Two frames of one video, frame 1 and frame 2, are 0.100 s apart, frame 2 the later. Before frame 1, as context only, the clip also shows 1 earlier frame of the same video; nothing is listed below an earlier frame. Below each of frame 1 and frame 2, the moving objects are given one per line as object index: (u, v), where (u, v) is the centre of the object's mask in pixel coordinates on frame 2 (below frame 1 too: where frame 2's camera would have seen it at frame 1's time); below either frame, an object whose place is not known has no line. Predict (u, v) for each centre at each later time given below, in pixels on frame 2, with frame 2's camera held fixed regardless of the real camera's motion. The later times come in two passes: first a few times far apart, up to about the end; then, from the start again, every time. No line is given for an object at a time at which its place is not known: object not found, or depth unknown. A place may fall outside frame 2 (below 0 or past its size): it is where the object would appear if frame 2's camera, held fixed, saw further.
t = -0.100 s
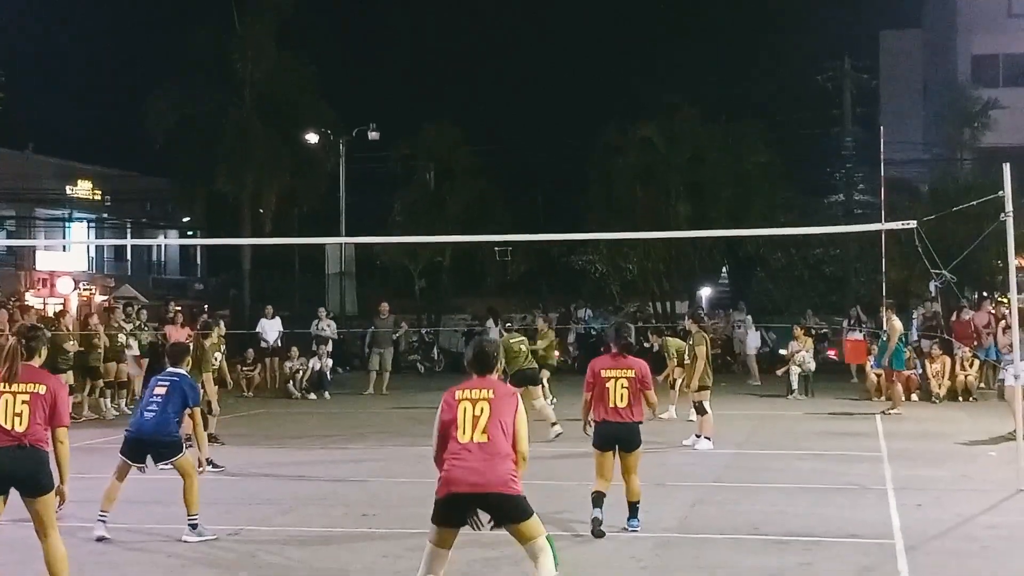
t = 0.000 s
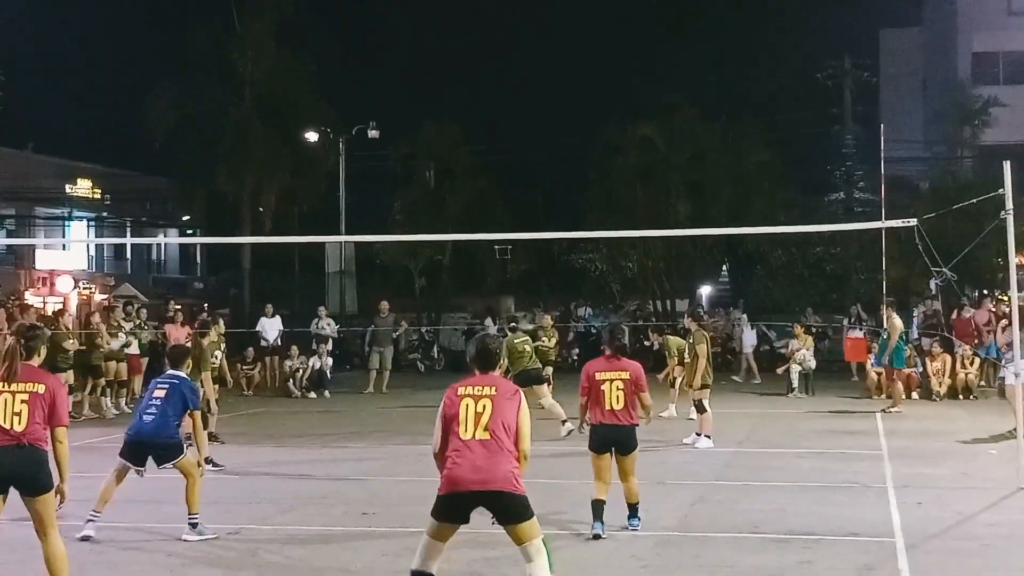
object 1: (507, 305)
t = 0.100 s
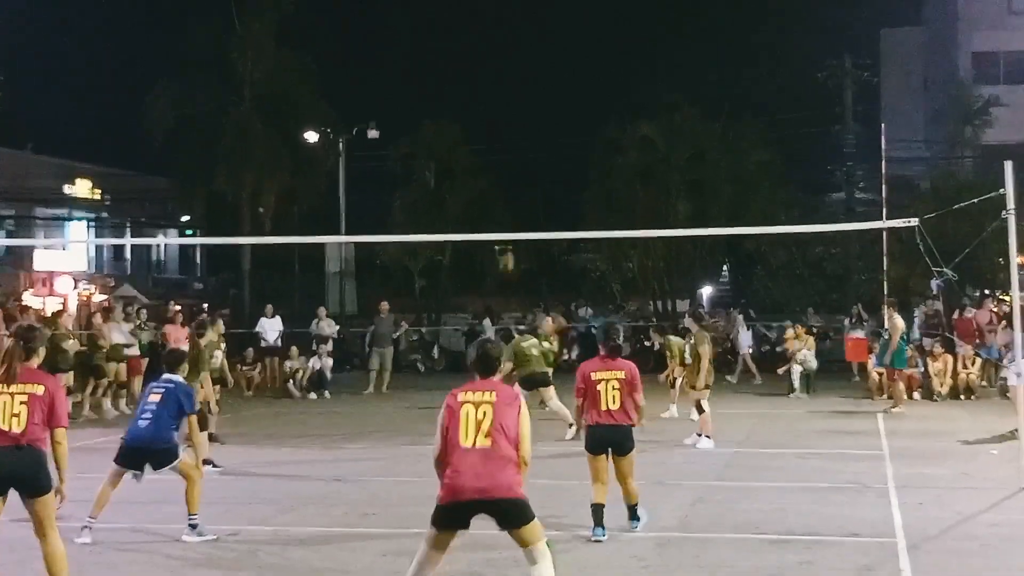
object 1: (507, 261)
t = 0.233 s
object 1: (504, 210)
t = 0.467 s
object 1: (503, 146)
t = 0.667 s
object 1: (507, 120)
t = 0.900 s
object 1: (515, 136)
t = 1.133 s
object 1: (530, 220)
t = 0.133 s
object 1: (504, 251)
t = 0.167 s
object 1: (505, 229)
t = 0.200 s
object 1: (504, 222)
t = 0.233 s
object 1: (504, 210)
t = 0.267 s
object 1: (503, 199)
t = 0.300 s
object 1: (503, 188)
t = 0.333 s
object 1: (503, 179)
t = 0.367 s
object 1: (503, 169)
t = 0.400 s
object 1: (503, 160)
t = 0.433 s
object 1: (503, 152)
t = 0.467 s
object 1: (503, 146)
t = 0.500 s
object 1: (503, 138)
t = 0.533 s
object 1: (504, 133)
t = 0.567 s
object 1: (505, 128)
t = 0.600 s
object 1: (505, 124)
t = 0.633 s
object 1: (506, 122)
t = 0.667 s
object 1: (507, 120)
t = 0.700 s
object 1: (508, 118)
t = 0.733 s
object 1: (509, 118)
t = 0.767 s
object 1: (510, 120)
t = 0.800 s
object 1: (512, 122)
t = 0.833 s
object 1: (512, 126)
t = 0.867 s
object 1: (514, 130)
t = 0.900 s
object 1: (515, 136)
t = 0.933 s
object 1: (517, 144)
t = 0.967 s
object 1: (519, 153)
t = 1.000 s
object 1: (522, 163)
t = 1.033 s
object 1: (524, 176)
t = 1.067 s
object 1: (526, 190)
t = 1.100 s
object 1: (528, 206)
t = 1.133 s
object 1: (530, 220)
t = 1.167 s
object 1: (534, 243)
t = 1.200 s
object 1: (537, 264)
